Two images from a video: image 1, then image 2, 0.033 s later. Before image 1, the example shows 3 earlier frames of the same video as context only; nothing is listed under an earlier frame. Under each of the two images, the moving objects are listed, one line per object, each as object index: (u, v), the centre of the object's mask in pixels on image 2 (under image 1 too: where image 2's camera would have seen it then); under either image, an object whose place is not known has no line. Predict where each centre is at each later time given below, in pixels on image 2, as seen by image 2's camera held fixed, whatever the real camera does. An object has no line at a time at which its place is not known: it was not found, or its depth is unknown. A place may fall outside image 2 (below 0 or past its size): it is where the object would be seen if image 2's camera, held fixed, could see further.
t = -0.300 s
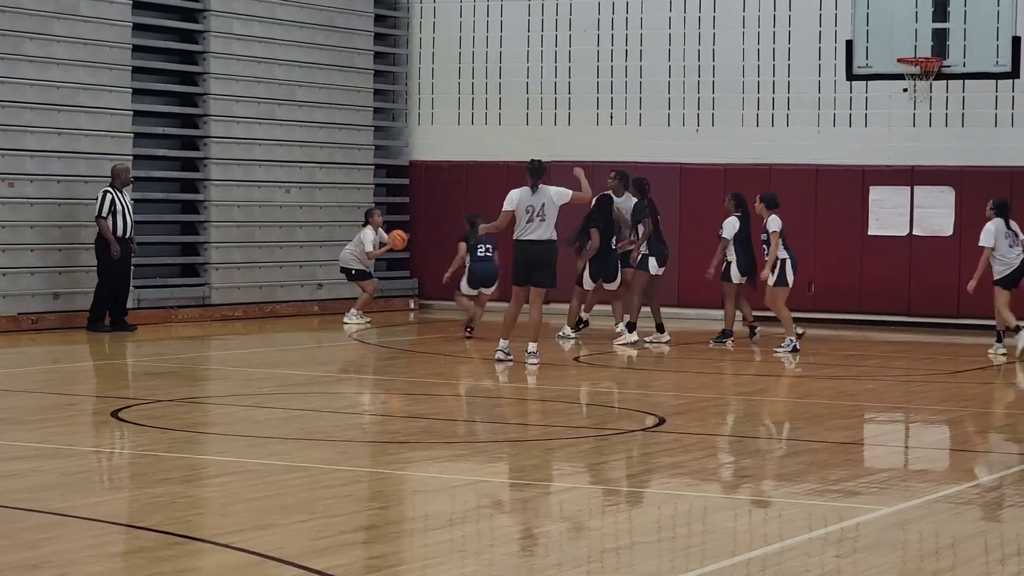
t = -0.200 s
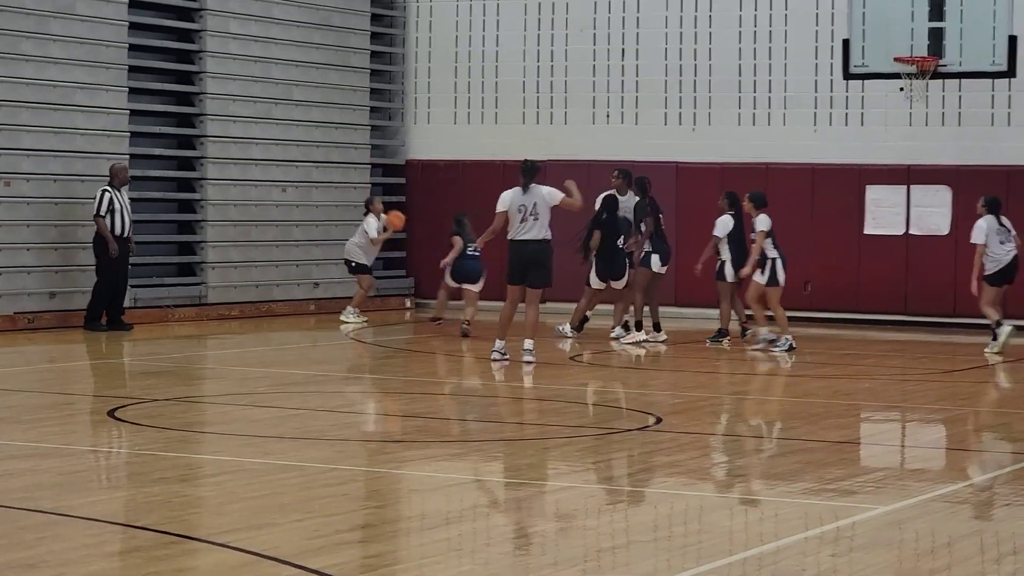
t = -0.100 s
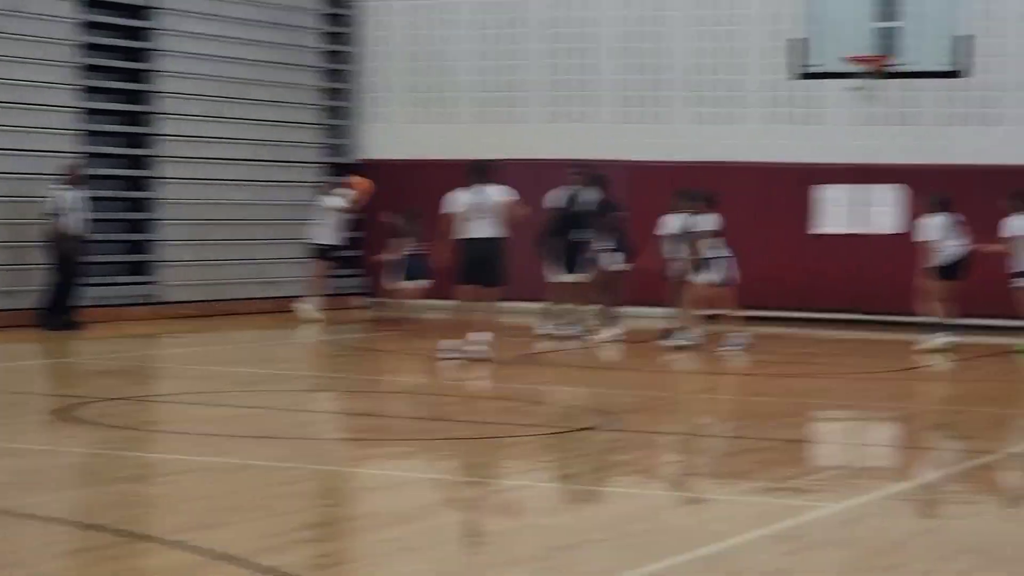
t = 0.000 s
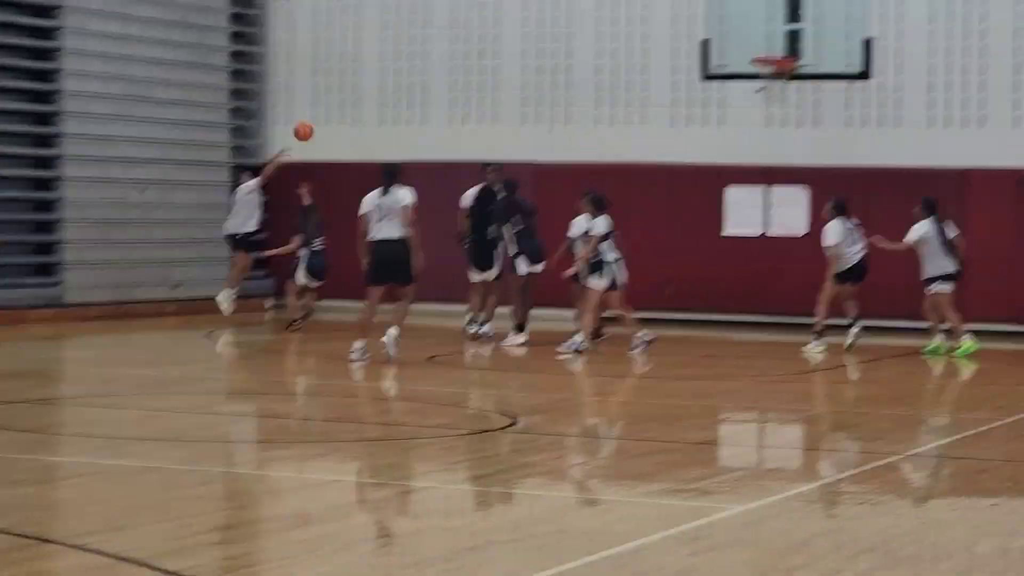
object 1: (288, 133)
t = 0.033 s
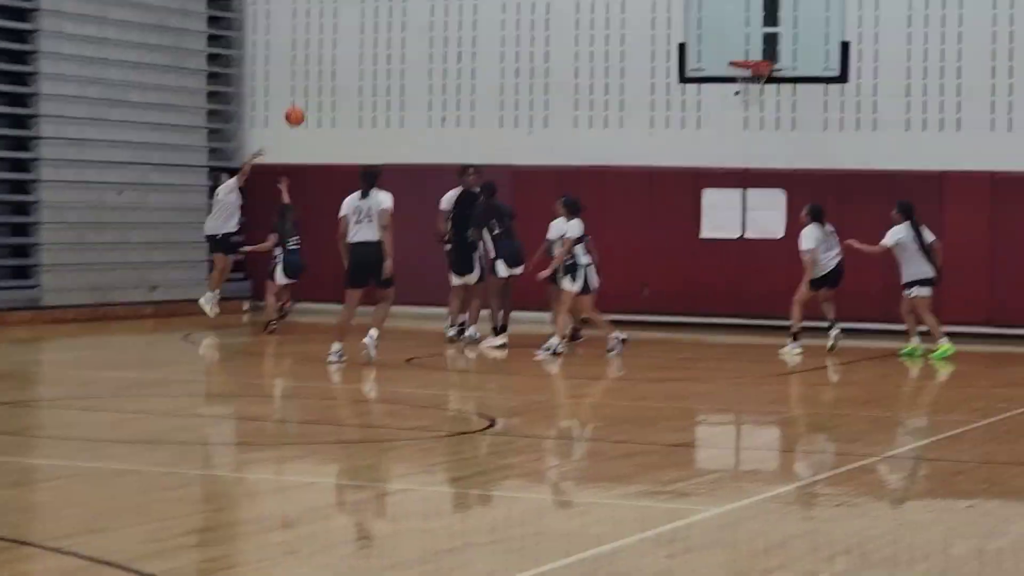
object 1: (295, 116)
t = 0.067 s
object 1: (300, 99)
